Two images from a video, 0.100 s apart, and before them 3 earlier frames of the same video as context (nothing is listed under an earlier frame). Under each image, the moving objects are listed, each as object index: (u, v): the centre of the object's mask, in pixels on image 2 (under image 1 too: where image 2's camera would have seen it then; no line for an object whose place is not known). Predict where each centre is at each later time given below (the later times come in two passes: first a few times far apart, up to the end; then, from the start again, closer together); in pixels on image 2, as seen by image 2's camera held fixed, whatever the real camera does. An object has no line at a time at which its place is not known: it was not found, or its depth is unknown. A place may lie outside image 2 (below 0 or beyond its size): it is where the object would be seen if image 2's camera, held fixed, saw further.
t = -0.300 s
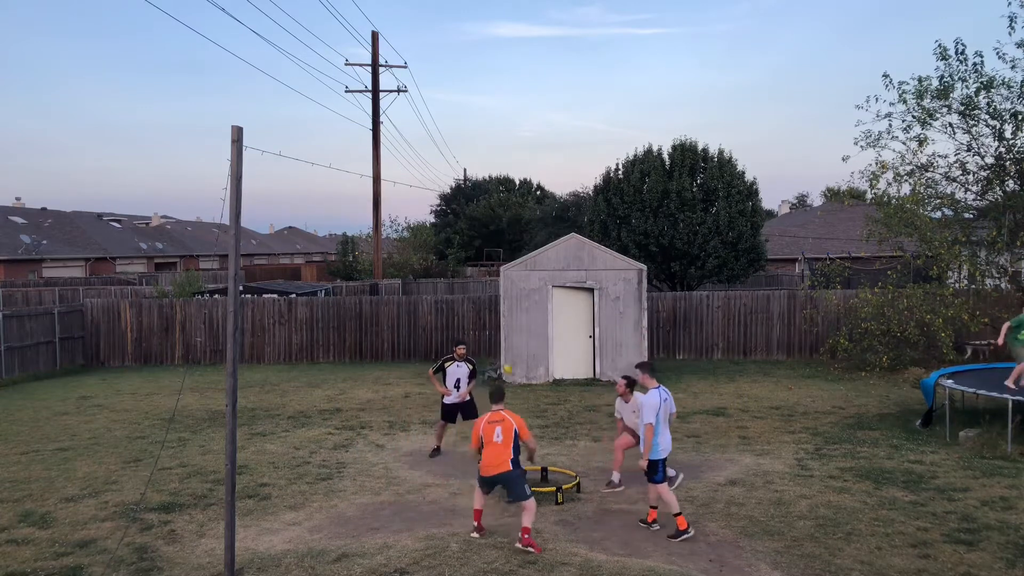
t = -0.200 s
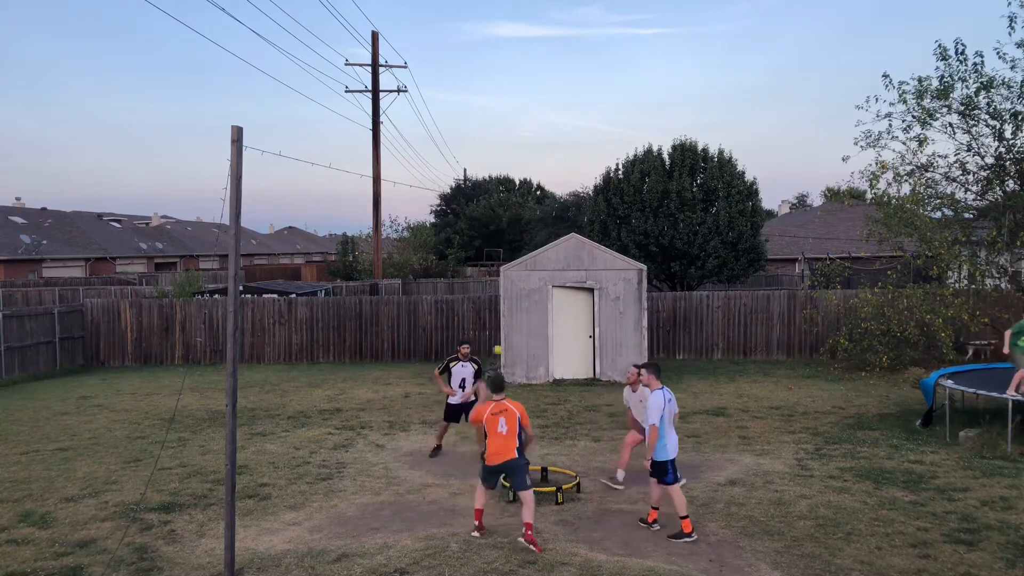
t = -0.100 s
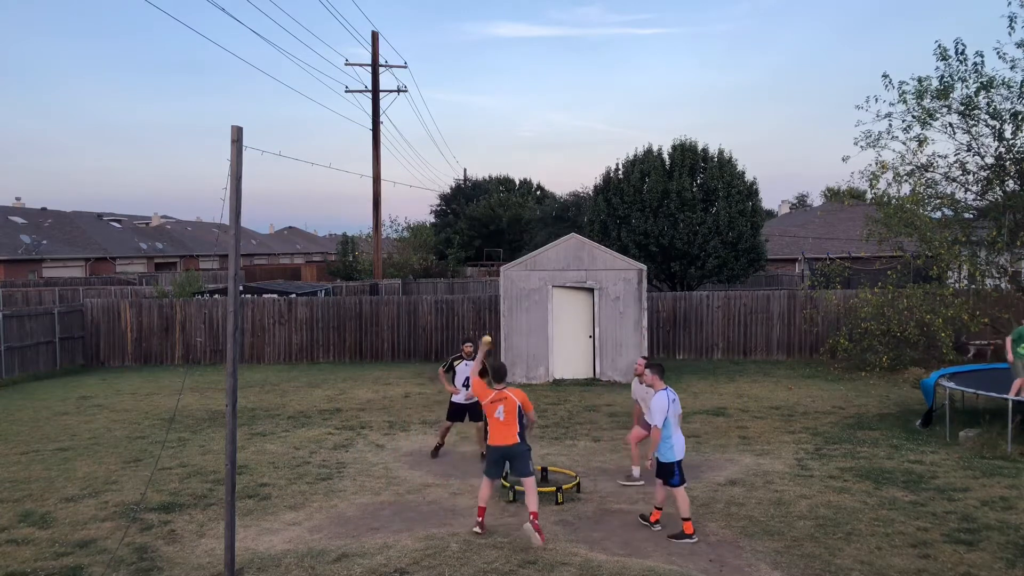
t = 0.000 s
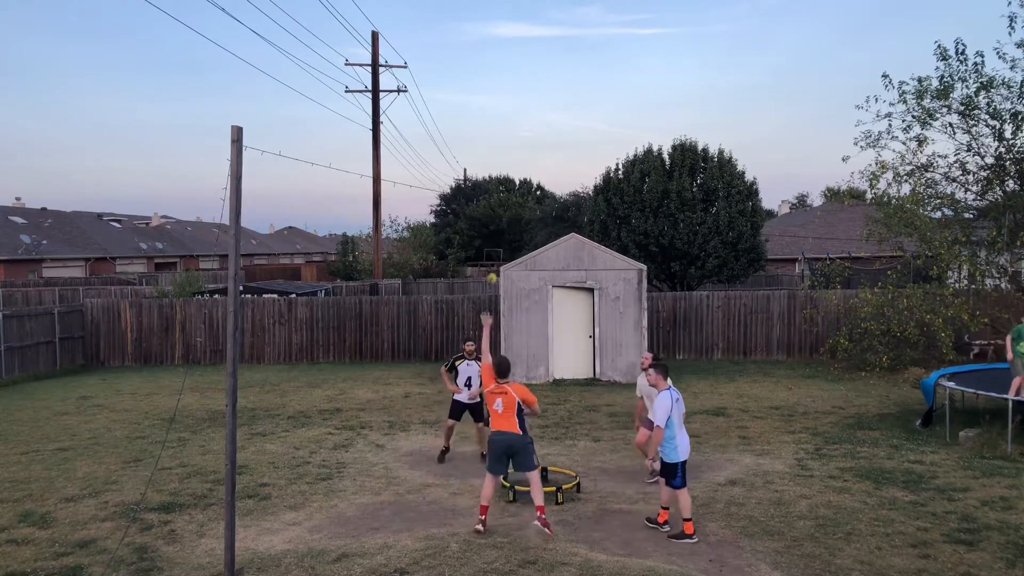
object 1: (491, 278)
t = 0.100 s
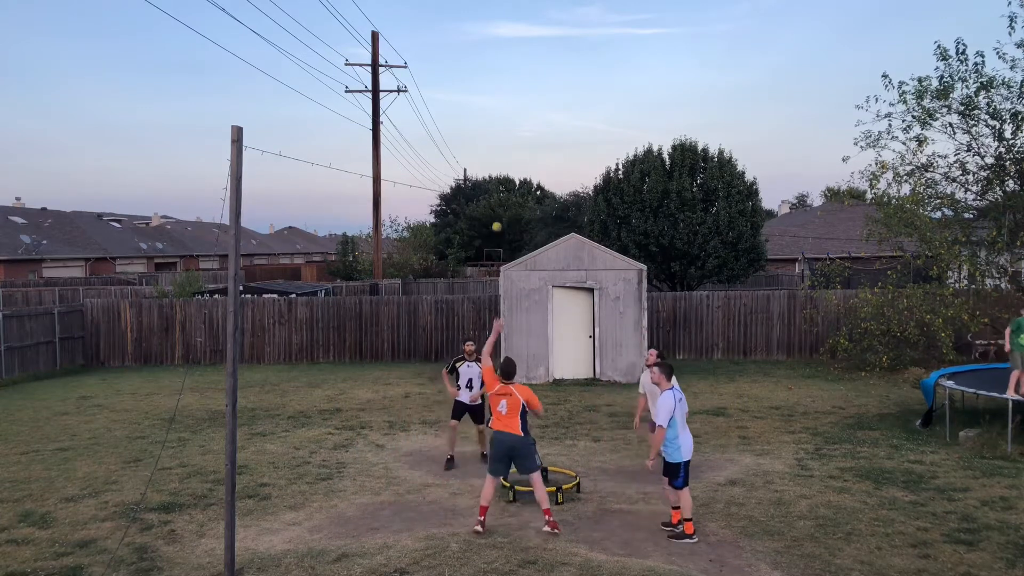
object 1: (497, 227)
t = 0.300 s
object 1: (507, 154)
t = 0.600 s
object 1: (523, 117)
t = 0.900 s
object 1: (539, 157)
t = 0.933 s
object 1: (541, 166)
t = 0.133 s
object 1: (498, 212)
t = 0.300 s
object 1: (507, 154)
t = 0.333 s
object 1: (509, 146)
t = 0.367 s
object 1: (510, 139)
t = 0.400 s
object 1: (512, 133)
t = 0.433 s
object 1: (514, 127)
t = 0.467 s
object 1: (516, 123)
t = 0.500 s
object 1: (518, 120)
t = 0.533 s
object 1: (519, 118)
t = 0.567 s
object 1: (521, 117)
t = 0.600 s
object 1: (523, 117)
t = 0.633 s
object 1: (525, 118)
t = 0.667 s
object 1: (526, 119)
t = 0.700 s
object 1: (528, 122)
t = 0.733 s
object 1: (530, 126)
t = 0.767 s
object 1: (532, 130)
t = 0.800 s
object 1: (534, 136)
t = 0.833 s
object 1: (535, 142)
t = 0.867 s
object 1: (537, 149)
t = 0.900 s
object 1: (539, 157)
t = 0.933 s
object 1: (541, 166)
